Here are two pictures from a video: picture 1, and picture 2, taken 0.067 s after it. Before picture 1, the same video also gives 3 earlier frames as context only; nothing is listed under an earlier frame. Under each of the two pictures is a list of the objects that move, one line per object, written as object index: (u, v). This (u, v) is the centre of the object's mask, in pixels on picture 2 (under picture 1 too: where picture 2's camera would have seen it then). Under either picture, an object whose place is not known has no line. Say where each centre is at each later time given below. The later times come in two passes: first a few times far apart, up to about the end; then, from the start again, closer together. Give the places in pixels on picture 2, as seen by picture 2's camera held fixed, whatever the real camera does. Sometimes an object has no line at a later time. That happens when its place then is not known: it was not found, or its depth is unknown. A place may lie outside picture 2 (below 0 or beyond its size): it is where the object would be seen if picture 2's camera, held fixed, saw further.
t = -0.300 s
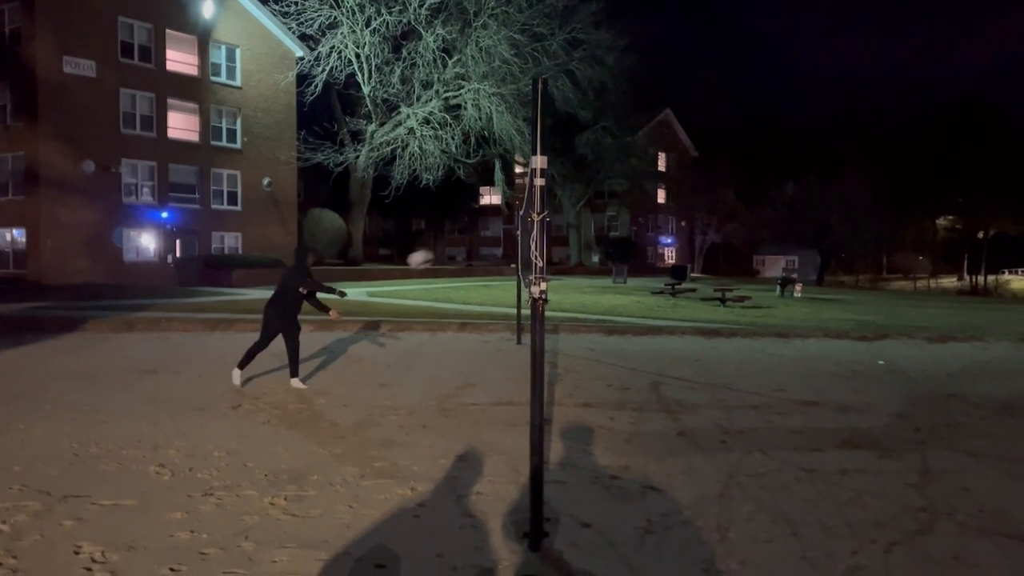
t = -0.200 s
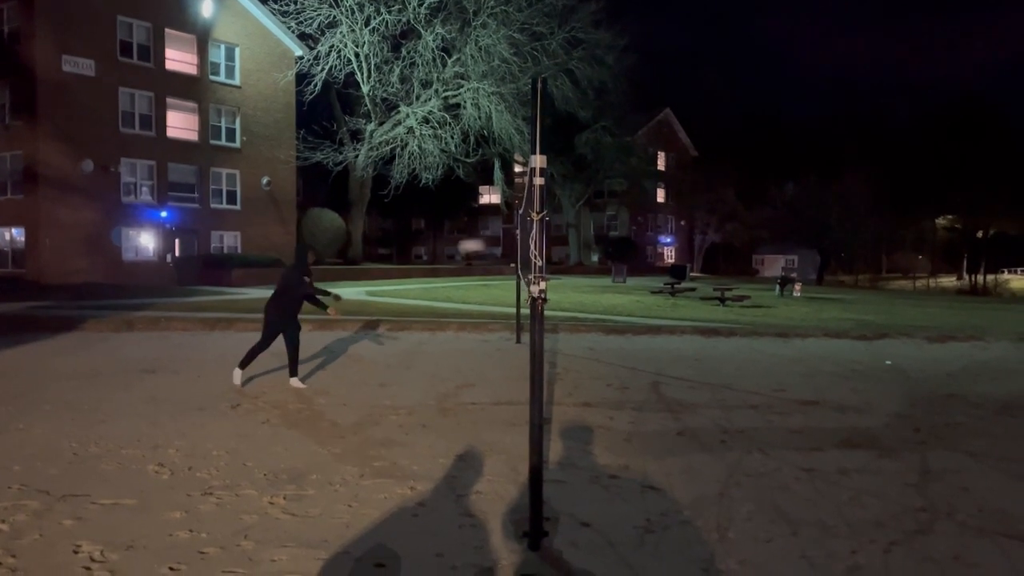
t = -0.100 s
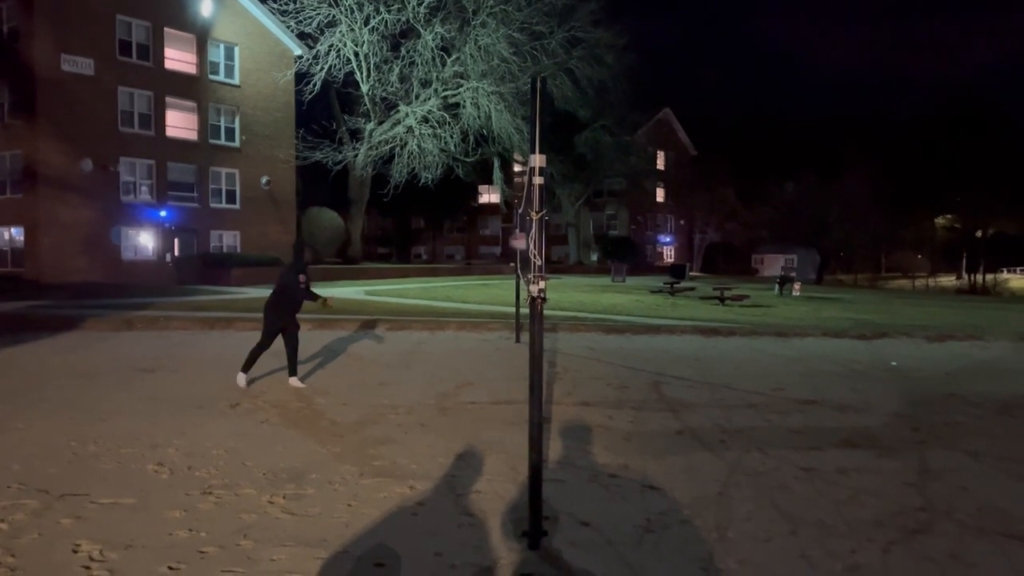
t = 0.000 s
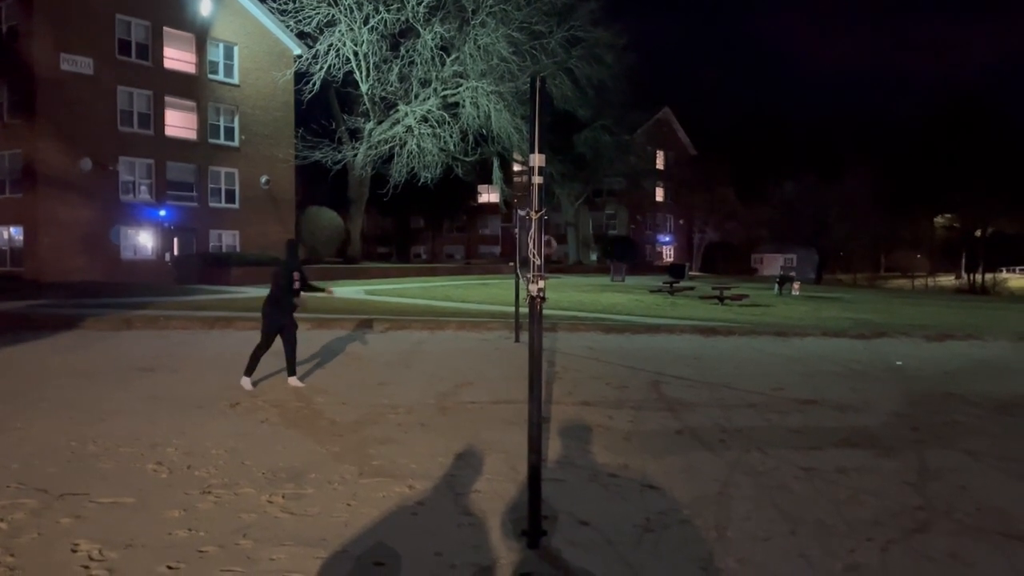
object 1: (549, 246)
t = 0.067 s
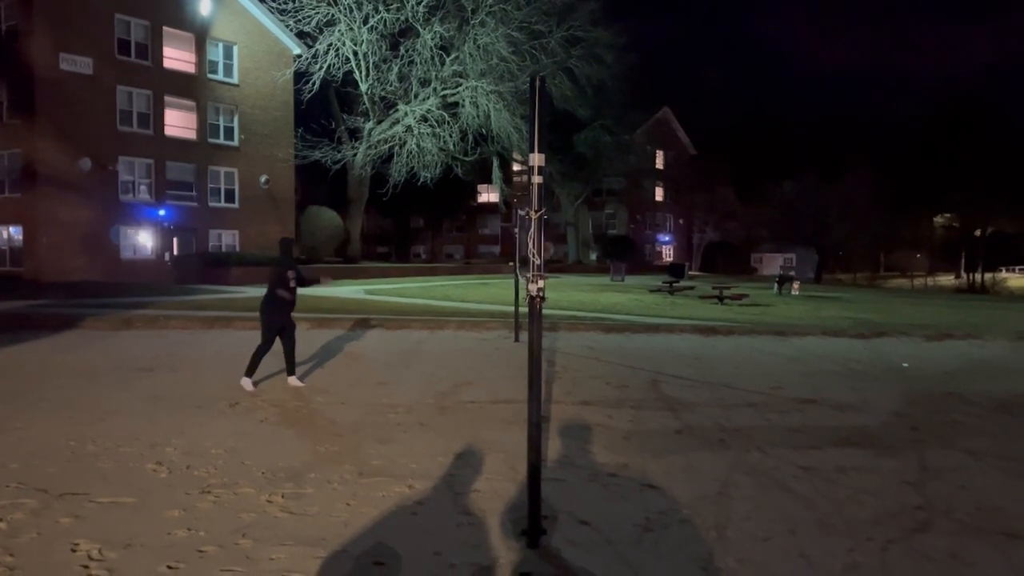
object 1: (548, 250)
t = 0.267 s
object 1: (518, 280)
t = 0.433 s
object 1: (495, 330)
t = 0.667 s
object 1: (466, 385)
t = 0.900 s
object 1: (441, 390)
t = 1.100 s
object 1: (420, 394)
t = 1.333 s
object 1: (396, 394)
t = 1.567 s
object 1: (374, 395)
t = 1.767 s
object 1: (356, 395)
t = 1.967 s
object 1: (342, 394)
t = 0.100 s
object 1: (547, 254)
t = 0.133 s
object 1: (545, 256)
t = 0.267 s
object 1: (518, 280)
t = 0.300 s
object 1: (514, 288)
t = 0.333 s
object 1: (509, 298)
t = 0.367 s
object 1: (504, 309)
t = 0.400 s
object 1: (499, 319)
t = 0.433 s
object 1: (495, 330)
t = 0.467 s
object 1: (490, 343)
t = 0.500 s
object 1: (485, 357)
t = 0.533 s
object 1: (481, 372)
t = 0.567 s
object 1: (477, 387)
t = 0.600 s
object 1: (472, 393)
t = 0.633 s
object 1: (469, 389)
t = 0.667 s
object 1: (466, 385)
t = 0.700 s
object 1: (463, 384)
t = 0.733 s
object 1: (460, 383)
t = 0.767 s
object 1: (456, 383)
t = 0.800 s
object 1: (452, 384)
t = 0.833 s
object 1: (449, 385)
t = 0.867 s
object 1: (445, 387)
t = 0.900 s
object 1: (441, 390)
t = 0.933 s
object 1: (437, 394)
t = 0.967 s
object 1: (434, 393)
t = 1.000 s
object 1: (431, 393)
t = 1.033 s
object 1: (428, 393)
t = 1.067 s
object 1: (424, 394)
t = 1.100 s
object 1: (420, 394)
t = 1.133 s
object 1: (417, 394)
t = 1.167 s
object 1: (413, 394)
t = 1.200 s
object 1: (410, 394)
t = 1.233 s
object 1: (406, 394)
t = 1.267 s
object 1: (402, 394)
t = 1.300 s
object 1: (400, 394)
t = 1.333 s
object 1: (396, 394)
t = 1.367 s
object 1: (392, 394)
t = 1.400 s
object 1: (390, 394)
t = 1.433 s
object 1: (386, 394)
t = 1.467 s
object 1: (383, 394)
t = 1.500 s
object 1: (380, 395)
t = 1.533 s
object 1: (377, 395)
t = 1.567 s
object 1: (374, 395)
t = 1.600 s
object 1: (371, 395)
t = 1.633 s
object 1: (368, 395)
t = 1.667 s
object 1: (365, 395)
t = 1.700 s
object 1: (362, 395)
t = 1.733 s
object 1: (359, 395)
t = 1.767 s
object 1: (356, 395)
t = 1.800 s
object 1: (353, 395)
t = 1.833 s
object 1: (350, 395)
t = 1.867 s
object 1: (348, 395)
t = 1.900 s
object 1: (345, 395)
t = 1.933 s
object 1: (344, 394)
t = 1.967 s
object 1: (342, 394)
